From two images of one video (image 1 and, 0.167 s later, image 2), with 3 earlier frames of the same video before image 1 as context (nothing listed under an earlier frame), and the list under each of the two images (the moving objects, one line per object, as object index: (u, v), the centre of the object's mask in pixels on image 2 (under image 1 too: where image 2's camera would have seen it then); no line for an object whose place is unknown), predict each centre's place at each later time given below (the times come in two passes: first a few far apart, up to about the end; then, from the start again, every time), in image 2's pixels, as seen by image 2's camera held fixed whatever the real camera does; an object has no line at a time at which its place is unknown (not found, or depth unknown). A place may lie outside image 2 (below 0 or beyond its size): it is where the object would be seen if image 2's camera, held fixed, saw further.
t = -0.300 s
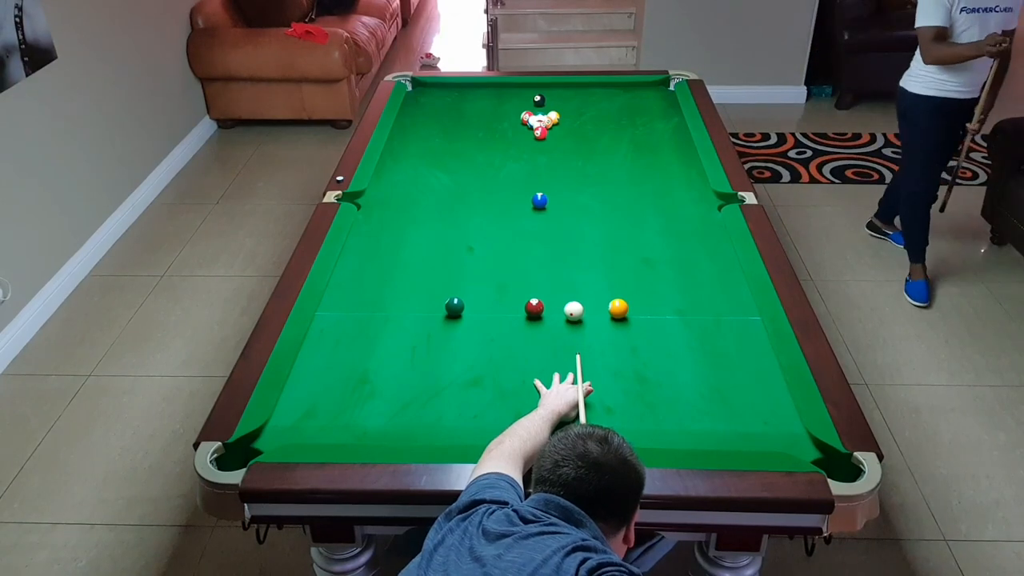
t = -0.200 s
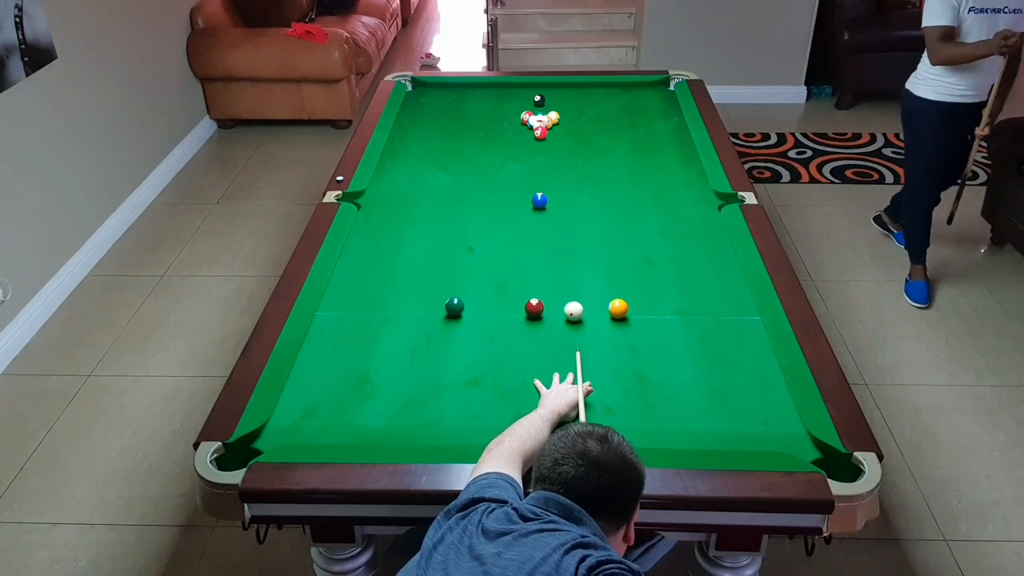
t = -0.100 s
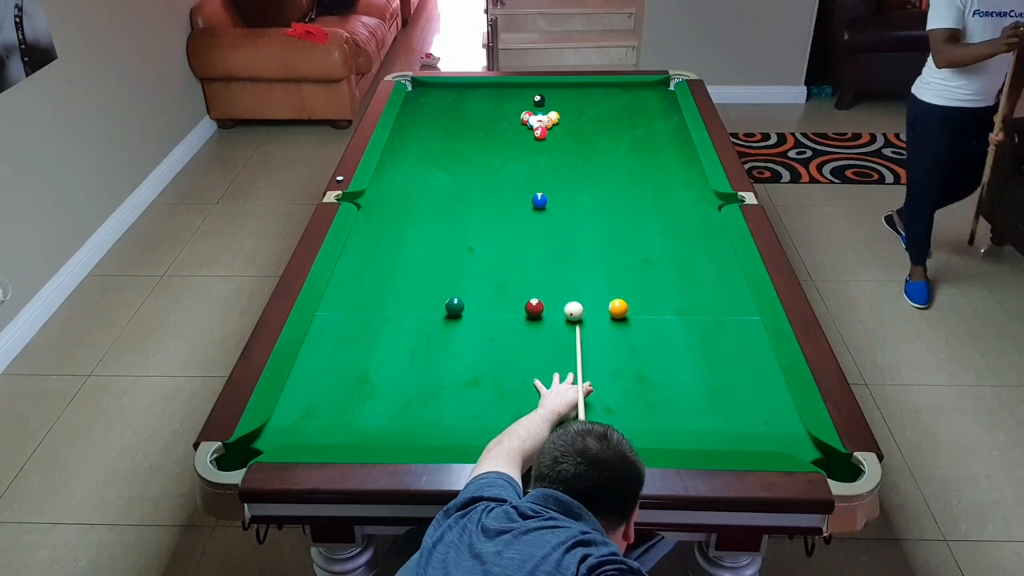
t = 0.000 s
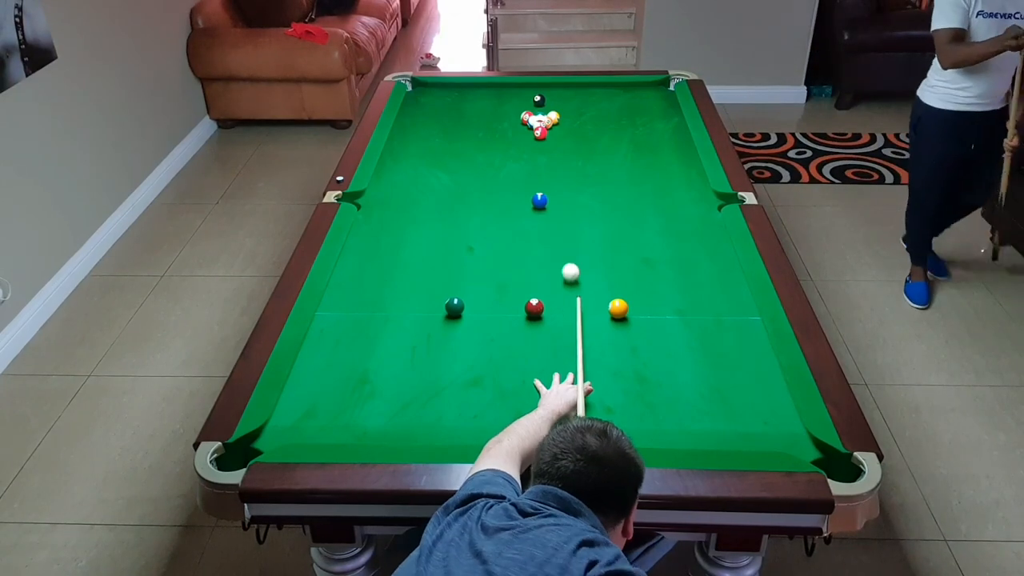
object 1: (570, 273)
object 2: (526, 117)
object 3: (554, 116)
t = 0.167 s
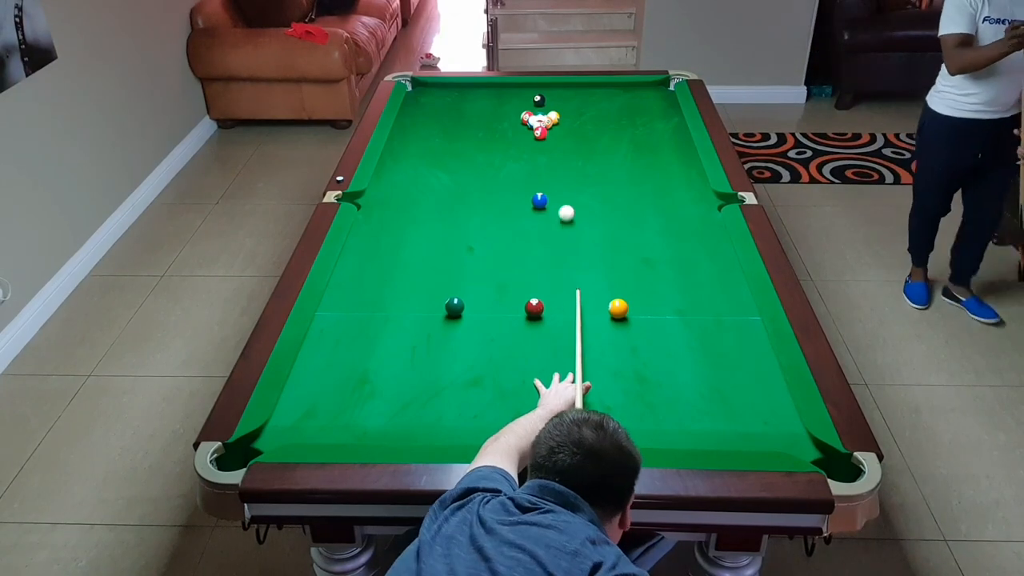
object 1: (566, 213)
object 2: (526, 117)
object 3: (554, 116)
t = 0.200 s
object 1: (566, 204)
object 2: (526, 117)
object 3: (554, 116)
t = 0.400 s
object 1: (564, 160)
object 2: (526, 117)
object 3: (554, 116)
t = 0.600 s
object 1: (562, 124)
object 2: (526, 117)
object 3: (554, 116)
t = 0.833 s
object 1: (597, 102)
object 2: (493, 117)
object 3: (556, 107)
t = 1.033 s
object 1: (623, 85)
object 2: (466, 117)
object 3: (558, 99)
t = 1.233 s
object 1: (665, 95)
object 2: (439, 117)
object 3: (561, 91)
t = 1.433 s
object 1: (649, 107)
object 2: (413, 117)
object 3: (563, 84)
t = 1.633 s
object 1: (623, 120)
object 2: (412, 117)
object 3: (565, 89)
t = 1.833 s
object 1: (597, 133)
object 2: (430, 117)
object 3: (567, 94)
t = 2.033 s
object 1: (571, 146)
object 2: (446, 117)
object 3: (568, 98)
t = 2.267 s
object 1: (538, 163)
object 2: (463, 116)
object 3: (570, 103)
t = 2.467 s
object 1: (508, 178)
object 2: (477, 117)
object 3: (572, 107)
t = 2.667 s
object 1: (478, 193)
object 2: (490, 117)
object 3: (573, 110)
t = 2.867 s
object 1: (446, 208)
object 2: (503, 116)
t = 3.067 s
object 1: (413, 225)
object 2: (514, 116)
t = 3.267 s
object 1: (378, 242)
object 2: (522, 116)
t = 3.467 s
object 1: (349, 259)
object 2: (524, 115)
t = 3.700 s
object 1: (363, 273)
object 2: (525, 115)
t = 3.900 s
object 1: (375, 286)
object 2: (525, 115)
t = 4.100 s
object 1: (386, 298)
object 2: (525, 115)
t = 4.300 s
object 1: (397, 309)
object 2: (525, 115)
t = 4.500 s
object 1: (408, 321)
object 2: (525, 114)
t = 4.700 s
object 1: (419, 333)
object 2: (525, 115)
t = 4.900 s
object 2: (525, 114)
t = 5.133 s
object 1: (441, 357)
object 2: (525, 114)
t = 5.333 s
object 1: (451, 367)
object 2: (525, 115)
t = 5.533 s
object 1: (461, 377)
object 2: (525, 114)
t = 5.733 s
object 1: (469, 385)
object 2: (525, 114)
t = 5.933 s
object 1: (477, 394)
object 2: (526, 115)
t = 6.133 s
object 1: (484, 402)
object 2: (526, 114)
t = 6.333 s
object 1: (492, 408)
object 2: (525, 115)
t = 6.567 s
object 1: (498, 416)
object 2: (526, 114)
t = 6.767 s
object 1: (503, 421)
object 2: (526, 114)
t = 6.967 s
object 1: (508, 425)
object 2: (526, 114)
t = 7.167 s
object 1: (511, 428)
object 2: (526, 114)
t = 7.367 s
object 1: (513, 430)
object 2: (526, 115)
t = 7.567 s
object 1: (514, 431)
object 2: (526, 114)
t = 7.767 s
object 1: (514, 431)
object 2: (526, 114)
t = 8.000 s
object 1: (514, 430)
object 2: (526, 114)
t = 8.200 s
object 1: (514, 430)
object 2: (526, 114)
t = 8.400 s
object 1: (514, 430)
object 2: (526, 114)
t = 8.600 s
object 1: (514, 430)
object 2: (526, 114)
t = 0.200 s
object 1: (566, 204)
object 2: (526, 117)
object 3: (554, 116)
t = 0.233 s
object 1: (565, 195)
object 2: (526, 117)
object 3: (554, 116)
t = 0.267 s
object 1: (565, 188)
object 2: (526, 117)
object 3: (554, 116)
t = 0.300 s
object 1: (564, 180)
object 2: (526, 117)
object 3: (554, 116)
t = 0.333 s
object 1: (564, 173)
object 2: (526, 117)
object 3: (554, 116)
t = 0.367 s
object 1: (564, 166)
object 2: (526, 117)
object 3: (554, 116)
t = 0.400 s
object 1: (564, 160)
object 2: (526, 117)
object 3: (554, 116)
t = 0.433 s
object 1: (563, 153)
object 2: (526, 117)
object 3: (554, 116)
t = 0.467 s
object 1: (563, 147)
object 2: (526, 117)
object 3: (554, 116)
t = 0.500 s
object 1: (563, 141)
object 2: (526, 117)
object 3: (554, 116)
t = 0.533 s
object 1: (563, 135)
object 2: (526, 117)
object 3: (554, 116)
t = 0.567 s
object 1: (562, 130)
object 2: (526, 116)
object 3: (554, 116)
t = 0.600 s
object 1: (562, 124)
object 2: (526, 117)
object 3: (554, 116)
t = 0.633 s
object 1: (564, 120)
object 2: (524, 117)
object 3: (553, 115)
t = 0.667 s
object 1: (571, 117)
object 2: (518, 117)
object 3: (554, 114)
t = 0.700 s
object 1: (577, 114)
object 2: (513, 117)
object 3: (554, 112)
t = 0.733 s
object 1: (583, 111)
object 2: (508, 117)
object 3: (554, 111)
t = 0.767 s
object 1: (588, 108)
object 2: (503, 117)
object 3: (555, 109)
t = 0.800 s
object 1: (593, 105)
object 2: (498, 117)
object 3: (555, 108)
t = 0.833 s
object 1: (597, 102)
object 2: (493, 117)
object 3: (556, 107)
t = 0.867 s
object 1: (602, 99)
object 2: (489, 117)
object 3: (556, 105)
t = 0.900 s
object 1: (606, 96)
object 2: (484, 117)
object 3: (556, 104)
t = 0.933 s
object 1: (611, 93)
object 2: (479, 117)
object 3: (557, 103)
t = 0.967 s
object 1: (615, 90)
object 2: (475, 117)
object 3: (557, 101)
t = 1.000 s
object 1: (619, 88)
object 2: (470, 117)
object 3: (558, 100)
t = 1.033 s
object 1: (623, 85)
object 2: (466, 117)
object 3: (558, 99)
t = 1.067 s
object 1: (630, 85)
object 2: (461, 117)
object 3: (558, 97)
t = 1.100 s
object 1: (637, 87)
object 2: (456, 117)
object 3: (559, 96)
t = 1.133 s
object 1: (644, 89)
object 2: (452, 117)
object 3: (560, 95)
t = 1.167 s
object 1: (651, 91)
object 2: (447, 117)
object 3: (560, 94)
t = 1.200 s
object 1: (658, 93)
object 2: (443, 117)
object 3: (560, 92)
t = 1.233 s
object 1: (665, 95)
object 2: (439, 117)
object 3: (561, 91)
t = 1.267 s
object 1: (670, 97)
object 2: (434, 117)
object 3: (561, 90)
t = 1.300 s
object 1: (665, 99)
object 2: (430, 117)
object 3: (561, 89)
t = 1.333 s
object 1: (661, 101)
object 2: (426, 117)
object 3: (562, 87)
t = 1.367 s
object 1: (657, 103)
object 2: (421, 116)
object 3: (562, 86)
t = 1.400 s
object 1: (653, 105)
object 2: (417, 116)
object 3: (563, 85)
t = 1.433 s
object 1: (649, 107)
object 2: (413, 117)
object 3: (563, 84)
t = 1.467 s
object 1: (645, 109)
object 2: (409, 117)
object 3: (563, 85)
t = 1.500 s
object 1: (640, 111)
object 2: (404, 117)
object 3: (564, 86)
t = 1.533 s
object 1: (636, 113)
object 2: (403, 117)
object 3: (564, 87)
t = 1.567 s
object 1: (632, 116)
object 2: (406, 117)
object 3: (564, 87)
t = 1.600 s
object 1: (628, 118)
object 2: (409, 117)
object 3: (565, 88)
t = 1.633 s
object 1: (623, 120)
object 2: (412, 117)
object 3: (565, 89)
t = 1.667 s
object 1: (619, 122)
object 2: (415, 117)
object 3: (565, 90)
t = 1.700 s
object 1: (615, 124)
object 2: (418, 117)
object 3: (566, 91)
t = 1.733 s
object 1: (611, 126)
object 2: (421, 116)
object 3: (566, 91)
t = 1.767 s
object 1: (606, 129)
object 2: (424, 117)
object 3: (566, 92)
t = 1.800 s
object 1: (602, 131)
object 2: (427, 117)
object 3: (566, 93)
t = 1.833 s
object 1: (597, 133)
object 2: (430, 117)
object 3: (567, 94)
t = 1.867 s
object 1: (593, 135)
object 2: (432, 117)
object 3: (567, 94)
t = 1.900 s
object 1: (588, 137)
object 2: (435, 117)
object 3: (567, 95)
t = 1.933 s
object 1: (584, 140)
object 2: (437, 117)
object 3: (568, 95)
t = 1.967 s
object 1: (580, 142)
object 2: (440, 117)
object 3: (568, 96)
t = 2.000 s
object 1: (575, 144)
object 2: (443, 117)
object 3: (568, 97)
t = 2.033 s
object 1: (571, 146)
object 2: (446, 117)
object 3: (568, 98)
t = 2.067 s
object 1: (566, 149)
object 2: (448, 117)
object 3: (569, 98)
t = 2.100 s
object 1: (561, 151)
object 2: (451, 117)
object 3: (569, 99)
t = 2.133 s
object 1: (557, 153)
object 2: (453, 117)
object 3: (569, 100)
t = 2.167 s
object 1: (552, 156)
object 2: (455, 117)
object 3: (569, 101)
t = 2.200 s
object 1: (547, 158)
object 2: (458, 116)
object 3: (570, 101)
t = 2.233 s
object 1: (542, 160)
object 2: (460, 116)
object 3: (570, 102)
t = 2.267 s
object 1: (538, 163)
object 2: (463, 116)
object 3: (570, 103)
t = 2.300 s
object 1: (533, 165)
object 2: (466, 116)
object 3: (570, 103)
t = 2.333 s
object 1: (528, 168)
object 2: (468, 117)
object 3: (571, 104)
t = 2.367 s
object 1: (523, 170)
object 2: (470, 117)
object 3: (571, 105)
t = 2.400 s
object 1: (518, 173)
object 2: (473, 117)
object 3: (571, 105)
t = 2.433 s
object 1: (513, 175)
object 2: (475, 117)
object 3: (571, 106)
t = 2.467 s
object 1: (508, 178)
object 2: (477, 117)
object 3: (572, 107)
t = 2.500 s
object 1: (503, 180)
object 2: (479, 117)
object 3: (572, 108)
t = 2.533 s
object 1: (498, 183)
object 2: (482, 117)
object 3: (572, 108)
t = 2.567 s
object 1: (493, 185)
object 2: (484, 117)
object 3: (572, 109)
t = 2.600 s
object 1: (488, 187)
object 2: (486, 117)
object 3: (572, 109)
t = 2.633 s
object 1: (483, 190)
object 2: (488, 117)
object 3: (572, 110)
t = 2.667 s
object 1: (478, 193)
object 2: (490, 117)
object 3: (573, 110)
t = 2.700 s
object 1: (472, 195)
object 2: (492, 117)
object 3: (573, 111)
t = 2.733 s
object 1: (467, 198)
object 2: (494, 117)
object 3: (573, 112)
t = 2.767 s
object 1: (462, 200)
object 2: (496, 116)
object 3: (573, 112)
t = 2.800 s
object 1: (457, 203)
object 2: (498, 116)
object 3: (573, 113)
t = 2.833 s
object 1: (451, 205)
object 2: (500, 116)
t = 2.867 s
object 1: (446, 208)
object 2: (503, 116)
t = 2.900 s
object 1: (441, 211)
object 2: (505, 116)
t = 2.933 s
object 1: (435, 214)
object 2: (507, 116)
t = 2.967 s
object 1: (429, 216)
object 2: (509, 116)
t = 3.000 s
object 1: (424, 219)
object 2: (510, 116)
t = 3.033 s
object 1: (418, 222)
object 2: (512, 116)
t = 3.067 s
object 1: (413, 225)
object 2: (514, 116)
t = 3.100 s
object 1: (407, 228)
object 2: (516, 116)
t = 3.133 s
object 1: (402, 230)
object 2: (518, 116)
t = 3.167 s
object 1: (396, 233)
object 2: (519, 116)
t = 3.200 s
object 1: (390, 236)
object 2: (521, 116)
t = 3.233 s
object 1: (384, 239)
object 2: (522, 116)
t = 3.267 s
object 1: (378, 242)
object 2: (522, 116)
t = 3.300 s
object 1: (372, 245)
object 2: (522, 116)
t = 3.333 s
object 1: (366, 248)
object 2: (523, 115)
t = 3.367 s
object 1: (360, 251)
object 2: (523, 115)
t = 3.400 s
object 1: (354, 253)
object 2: (523, 115)
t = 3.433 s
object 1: (348, 257)
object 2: (523, 115)
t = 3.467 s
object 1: (349, 259)
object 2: (524, 115)
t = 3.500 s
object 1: (352, 261)
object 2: (524, 115)
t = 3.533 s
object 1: (354, 263)
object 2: (524, 115)
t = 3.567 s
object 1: (356, 265)
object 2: (524, 115)
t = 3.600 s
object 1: (357, 267)
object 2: (525, 115)
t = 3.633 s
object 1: (359, 269)
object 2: (525, 115)
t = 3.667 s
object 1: (361, 271)
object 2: (525, 115)
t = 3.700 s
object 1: (363, 273)
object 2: (525, 115)
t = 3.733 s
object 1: (365, 275)
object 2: (525, 115)
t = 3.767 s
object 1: (367, 277)
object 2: (525, 115)
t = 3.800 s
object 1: (369, 279)
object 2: (525, 115)
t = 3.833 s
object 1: (371, 281)
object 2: (525, 115)
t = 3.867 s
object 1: (373, 283)
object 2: (525, 115)
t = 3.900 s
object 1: (375, 286)
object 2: (525, 115)
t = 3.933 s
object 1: (376, 288)
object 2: (525, 115)
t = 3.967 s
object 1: (378, 290)
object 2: (525, 115)
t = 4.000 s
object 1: (380, 292)
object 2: (525, 115)
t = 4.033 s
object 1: (382, 294)
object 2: (525, 115)
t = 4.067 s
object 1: (384, 296)
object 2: (525, 115)
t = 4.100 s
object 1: (386, 298)
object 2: (525, 115)
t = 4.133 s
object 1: (388, 300)
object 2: (525, 115)
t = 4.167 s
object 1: (390, 302)
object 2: (525, 115)
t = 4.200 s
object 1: (391, 303)
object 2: (525, 114)
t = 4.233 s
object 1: (394, 305)
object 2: (525, 115)
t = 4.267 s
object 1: (395, 308)
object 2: (525, 115)
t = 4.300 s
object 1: (397, 309)
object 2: (525, 115)
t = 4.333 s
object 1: (399, 311)
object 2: (525, 115)
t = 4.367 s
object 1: (401, 313)
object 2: (525, 115)
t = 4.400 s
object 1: (403, 315)
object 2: (525, 115)
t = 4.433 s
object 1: (404, 317)
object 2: (525, 114)
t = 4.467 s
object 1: (406, 319)
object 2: (525, 115)
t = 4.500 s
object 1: (408, 321)
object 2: (525, 114)
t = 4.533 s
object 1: (410, 323)
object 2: (525, 115)
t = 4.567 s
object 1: (412, 326)
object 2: (525, 114)
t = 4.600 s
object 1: (414, 327)
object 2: (525, 115)
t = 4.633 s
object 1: (415, 329)
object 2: (525, 115)
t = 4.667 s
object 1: (417, 331)
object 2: (525, 115)
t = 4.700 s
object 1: (419, 333)
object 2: (525, 115)
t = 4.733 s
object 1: (421, 335)
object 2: (525, 115)
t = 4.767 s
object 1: (418, 332)
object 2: (525, 115)
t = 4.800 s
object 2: (525, 115)
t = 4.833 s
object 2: (525, 114)
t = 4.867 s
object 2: (525, 115)
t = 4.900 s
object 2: (525, 114)
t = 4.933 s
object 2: (525, 114)
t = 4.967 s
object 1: (438, 347)
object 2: (525, 114)
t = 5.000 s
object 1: (435, 349)
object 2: (525, 114)
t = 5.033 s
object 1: (436, 351)
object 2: (525, 114)
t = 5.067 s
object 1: (438, 353)
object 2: (525, 114)
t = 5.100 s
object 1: (440, 355)
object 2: (525, 114)
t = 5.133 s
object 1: (441, 357)
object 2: (525, 114)
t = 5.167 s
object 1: (443, 358)
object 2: (525, 115)
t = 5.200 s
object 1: (445, 360)
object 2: (525, 115)
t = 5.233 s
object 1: (446, 362)
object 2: (525, 115)
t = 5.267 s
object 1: (448, 364)
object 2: (525, 115)
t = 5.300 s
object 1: (449, 365)
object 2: (525, 115)
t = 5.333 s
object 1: (451, 367)
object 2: (525, 115)
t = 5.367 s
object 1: (453, 369)
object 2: (525, 115)
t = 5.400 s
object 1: (454, 370)
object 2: (525, 115)
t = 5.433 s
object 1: (456, 372)
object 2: (525, 115)
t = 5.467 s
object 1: (458, 373)
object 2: (525, 115)
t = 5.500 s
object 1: (459, 375)
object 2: (525, 115)
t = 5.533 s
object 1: (461, 377)
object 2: (525, 114)
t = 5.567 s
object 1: (462, 378)
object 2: (525, 115)
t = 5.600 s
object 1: (464, 380)
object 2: (526, 114)
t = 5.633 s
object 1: (465, 381)
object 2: (526, 115)
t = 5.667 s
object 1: (467, 383)
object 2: (525, 114)
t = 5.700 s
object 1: (468, 384)
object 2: (525, 115)
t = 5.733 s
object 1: (469, 385)
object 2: (525, 114)
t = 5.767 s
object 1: (471, 387)
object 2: (526, 114)
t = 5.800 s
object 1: (472, 389)
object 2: (526, 114)
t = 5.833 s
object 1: (473, 390)
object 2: (526, 114)
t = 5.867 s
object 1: (474, 391)
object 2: (526, 114)
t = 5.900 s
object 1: (476, 393)
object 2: (526, 115)
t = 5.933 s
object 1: (477, 394)
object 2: (526, 115)
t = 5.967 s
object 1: (478, 396)
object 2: (526, 115)
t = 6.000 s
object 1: (479, 397)
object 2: (526, 114)
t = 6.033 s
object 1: (481, 398)
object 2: (526, 115)
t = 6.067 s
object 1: (482, 399)
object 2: (525, 115)
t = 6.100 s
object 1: (483, 401)
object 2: (525, 115)
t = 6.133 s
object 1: (484, 402)
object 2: (526, 114)
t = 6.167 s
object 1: (486, 403)
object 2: (526, 115)
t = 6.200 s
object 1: (487, 404)
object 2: (526, 115)
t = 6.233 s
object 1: (488, 405)
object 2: (526, 114)
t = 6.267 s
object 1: (489, 406)
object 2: (525, 115)
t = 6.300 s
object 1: (491, 407)
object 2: (526, 114)
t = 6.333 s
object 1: (492, 408)
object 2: (525, 115)
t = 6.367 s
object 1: (493, 410)
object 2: (526, 115)
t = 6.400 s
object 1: (494, 411)
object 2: (526, 115)
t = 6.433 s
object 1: (494, 412)
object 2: (526, 115)
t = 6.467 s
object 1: (496, 413)
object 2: (526, 115)
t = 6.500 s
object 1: (496, 414)
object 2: (526, 114)
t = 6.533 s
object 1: (497, 415)
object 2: (526, 115)
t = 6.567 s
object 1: (498, 416)
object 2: (526, 114)
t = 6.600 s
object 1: (499, 417)
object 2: (526, 115)
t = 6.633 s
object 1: (500, 418)
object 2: (526, 114)
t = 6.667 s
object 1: (501, 419)
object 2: (526, 114)
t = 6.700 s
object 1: (502, 420)
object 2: (526, 114)
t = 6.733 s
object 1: (502, 420)
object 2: (526, 114)
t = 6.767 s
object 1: (503, 421)
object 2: (526, 114)
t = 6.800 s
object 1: (504, 422)
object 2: (526, 114)
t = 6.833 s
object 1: (505, 422)
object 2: (526, 115)
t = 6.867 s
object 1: (505, 423)
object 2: (526, 115)
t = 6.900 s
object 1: (506, 424)
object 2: (526, 114)
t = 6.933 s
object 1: (507, 424)
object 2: (526, 114)
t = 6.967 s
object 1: (508, 425)
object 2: (526, 114)
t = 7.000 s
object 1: (508, 426)
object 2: (526, 114)
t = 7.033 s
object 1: (509, 426)
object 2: (526, 114)
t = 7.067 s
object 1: (509, 427)
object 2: (526, 114)
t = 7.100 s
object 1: (510, 427)
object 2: (526, 114)
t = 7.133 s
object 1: (510, 427)
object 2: (526, 114)
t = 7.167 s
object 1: (511, 428)
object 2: (526, 114)
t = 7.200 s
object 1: (511, 428)
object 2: (526, 114)
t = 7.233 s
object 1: (511, 429)
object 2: (526, 114)
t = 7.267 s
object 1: (512, 429)
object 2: (526, 114)
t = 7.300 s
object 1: (512, 429)
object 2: (526, 114)
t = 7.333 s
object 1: (513, 430)
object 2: (526, 114)
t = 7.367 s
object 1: (513, 430)
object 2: (526, 115)
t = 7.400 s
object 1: (513, 430)
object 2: (526, 114)
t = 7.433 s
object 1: (513, 430)
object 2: (526, 115)
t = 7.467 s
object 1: (514, 431)
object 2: (526, 114)
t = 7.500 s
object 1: (514, 431)
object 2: (526, 114)
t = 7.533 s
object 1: (514, 431)
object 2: (526, 114)
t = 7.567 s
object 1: (514, 431)
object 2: (526, 114)
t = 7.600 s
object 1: (514, 431)
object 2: (526, 114)
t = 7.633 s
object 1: (515, 431)
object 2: (526, 115)
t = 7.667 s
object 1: (515, 431)
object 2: (526, 115)
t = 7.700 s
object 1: (514, 431)
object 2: (526, 114)
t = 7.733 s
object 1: (514, 431)
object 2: (526, 115)
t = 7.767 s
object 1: (514, 431)
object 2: (526, 114)
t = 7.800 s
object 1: (514, 431)
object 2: (526, 114)
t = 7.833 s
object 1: (514, 431)
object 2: (526, 114)
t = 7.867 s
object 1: (514, 431)
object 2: (526, 114)
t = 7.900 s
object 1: (514, 430)
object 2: (526, 115)
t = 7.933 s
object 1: (514, 430)
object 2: (526, 114)
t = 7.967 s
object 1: (514, 430)
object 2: (526, 114)
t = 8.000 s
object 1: (514, 430)
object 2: (526, 114)
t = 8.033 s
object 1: (514, 430)
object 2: (526, 114)
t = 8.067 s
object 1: (514, 430)
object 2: (526, 114)
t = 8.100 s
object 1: (514, 430)
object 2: (526, 114)
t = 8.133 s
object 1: (514, 430)
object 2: (526, 115)
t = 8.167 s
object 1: (514, 430)
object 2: (526, 114)
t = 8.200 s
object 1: (514, 430)
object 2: (526, 114)
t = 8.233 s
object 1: (514, 430)
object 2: (526, 114)
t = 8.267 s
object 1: (514, 430)
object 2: (526, 114)
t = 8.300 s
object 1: (514, 430)
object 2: (526, 114)
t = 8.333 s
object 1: (514, 430)
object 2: (526, 114)
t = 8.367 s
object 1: (514, 430)
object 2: (526, 114)
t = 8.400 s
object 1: (514, 430)
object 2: (526, 114)
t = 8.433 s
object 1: (514, 430)
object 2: (526, 114)
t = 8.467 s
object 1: (514, 430)
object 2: (526, 114)
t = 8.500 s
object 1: (514, 430)
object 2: (526, 114)
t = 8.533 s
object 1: (514, 430)
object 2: (526, 114)
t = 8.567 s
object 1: (514, 430)
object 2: (526, 114)
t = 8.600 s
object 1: (514, 430)
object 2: (526, 114)
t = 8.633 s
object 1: (514, 430)
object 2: (526, 114)
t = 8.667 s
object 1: (514, 430)
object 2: (526, 114)
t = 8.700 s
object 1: (514, 430)
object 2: (526, 114)
